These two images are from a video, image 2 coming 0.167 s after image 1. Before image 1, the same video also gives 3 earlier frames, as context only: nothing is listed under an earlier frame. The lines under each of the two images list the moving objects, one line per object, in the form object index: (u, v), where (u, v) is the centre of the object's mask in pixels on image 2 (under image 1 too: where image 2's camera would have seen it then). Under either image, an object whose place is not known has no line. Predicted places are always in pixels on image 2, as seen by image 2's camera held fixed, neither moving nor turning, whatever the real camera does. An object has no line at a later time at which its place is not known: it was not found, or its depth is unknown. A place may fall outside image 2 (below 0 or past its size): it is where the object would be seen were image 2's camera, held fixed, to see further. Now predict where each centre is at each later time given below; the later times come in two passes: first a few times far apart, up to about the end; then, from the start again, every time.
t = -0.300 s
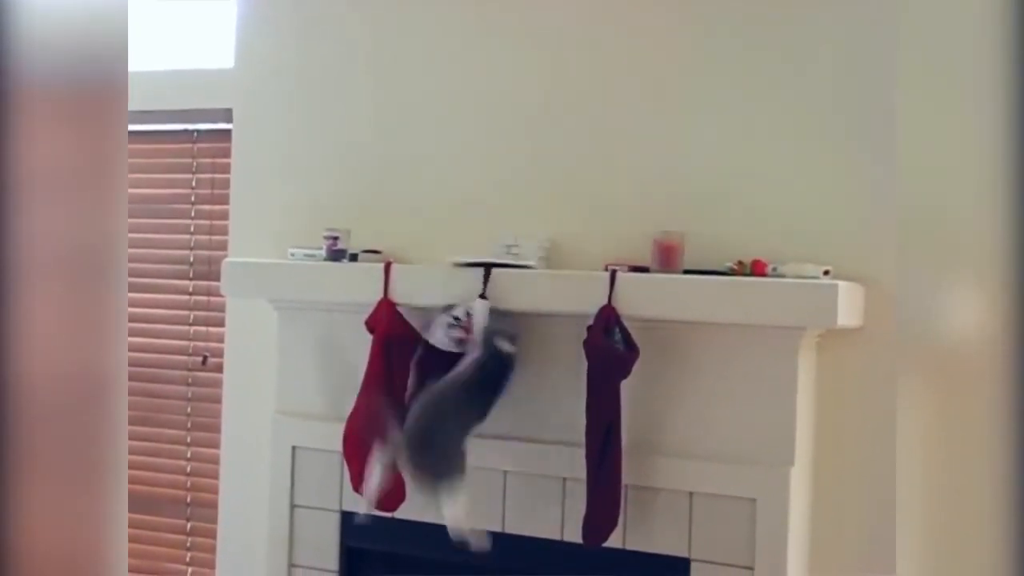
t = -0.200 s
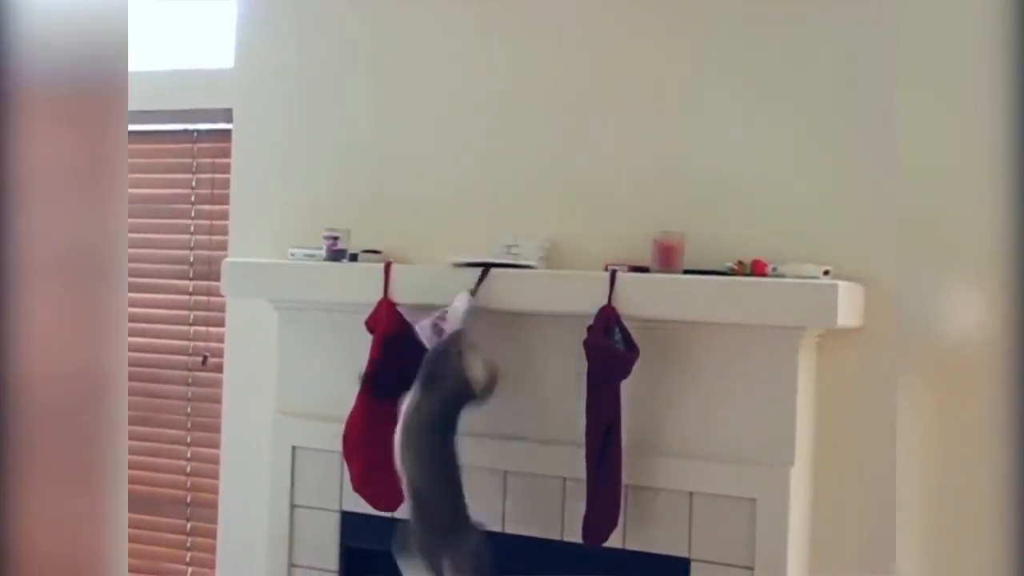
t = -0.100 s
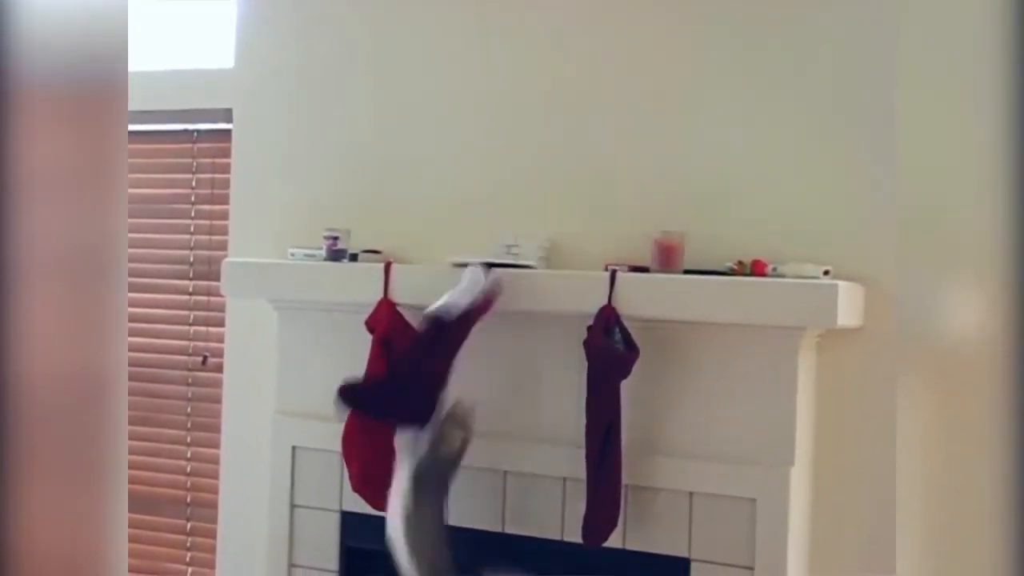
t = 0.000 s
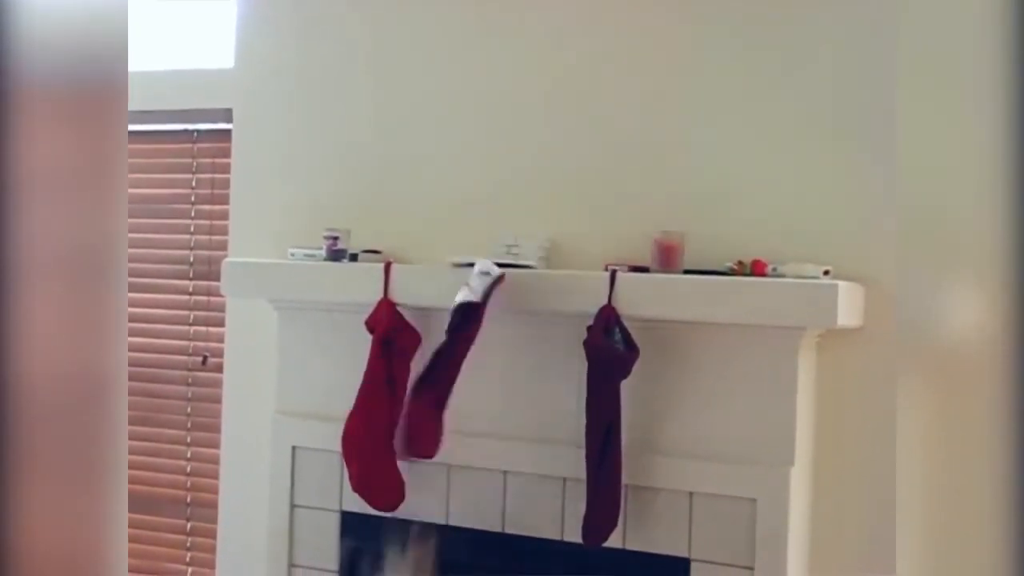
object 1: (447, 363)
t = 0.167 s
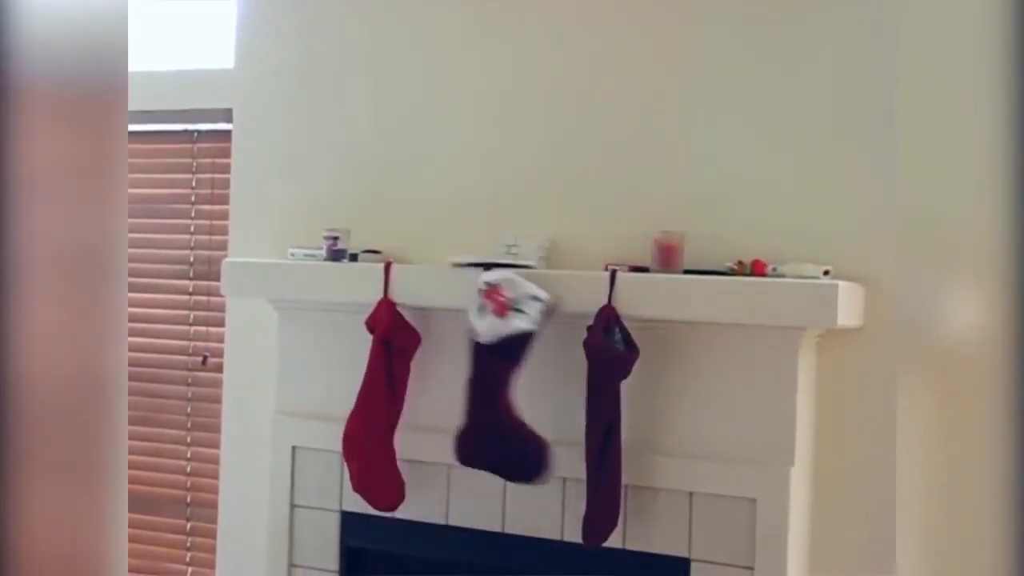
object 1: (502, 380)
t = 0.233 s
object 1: (523, 391)
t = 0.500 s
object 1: (507, 382)
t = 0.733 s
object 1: (471, 380)
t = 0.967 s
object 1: (459, 379)
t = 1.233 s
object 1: (481, 387)
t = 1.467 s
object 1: (496, 389)
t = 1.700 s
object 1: (486, 387)
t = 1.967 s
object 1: (471, 387)
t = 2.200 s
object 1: (477, 388)
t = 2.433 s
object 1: (489, 388)
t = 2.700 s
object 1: (487, 389)
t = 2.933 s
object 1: (479, 389)
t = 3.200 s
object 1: (479, 388)
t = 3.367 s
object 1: (483, 388)
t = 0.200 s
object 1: (512, 384)
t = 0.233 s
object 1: (523, 391)
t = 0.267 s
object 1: (524, 392)
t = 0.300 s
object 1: (525, 392)
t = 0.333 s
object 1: (524, 391)
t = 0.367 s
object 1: (523, 388)
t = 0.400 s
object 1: (519, 384)
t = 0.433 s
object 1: (516, 382)
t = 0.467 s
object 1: (512, 382)
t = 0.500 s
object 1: (507, 382)
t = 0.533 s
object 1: (502, 382)
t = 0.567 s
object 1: (497, 382)
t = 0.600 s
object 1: (491, 383)
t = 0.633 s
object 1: (486, 383)
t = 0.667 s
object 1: (481, 383)
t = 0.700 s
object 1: (476, 382)
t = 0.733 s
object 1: (471, 380)
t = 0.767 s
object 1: (468, 380)
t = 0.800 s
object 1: (464, 379)
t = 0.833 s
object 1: (462, 378)
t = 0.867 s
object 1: (460, 379)
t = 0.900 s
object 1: (459, 378)
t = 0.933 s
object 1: (459, 379)
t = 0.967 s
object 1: (459, 379)
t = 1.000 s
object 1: (460, 380)
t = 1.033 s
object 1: (462, 381)
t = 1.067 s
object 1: (464, 382)
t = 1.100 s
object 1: (467, 383)
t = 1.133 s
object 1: (470, 384)
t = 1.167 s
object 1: (474, 386)
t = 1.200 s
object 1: (477, 387)
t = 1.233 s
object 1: (481, 387)
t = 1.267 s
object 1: (484, 389)
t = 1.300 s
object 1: (488, 389)
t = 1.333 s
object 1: (491, 390)
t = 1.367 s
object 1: (493, 390)
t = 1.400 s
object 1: (495, 390)
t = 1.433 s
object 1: (496, 390)
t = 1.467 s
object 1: (496, 389)
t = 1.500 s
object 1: (496, 388)
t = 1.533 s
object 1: (496, 387)
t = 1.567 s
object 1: (495, 387)
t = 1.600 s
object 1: (493, 387)
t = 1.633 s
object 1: (491, 387)
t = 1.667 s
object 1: (489, 388)
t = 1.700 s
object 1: (486, 387)
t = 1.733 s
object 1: (484, 388)
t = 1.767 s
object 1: (481, 388)
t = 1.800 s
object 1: (479, 388)
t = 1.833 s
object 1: (477, 388)
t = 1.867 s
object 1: (475, 387)
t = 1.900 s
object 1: (472, 387)
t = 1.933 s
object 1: (471, 387)
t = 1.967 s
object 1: (471, 387)
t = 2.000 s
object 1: (470, 387)
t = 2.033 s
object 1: (471, 387)
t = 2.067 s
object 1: (471, 387)
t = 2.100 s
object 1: (472, 387)
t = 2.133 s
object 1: (474, 388)
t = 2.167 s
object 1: (475, 388)
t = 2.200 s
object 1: (477, 388)
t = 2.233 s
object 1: (479, 388)
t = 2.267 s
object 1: (481, 388)
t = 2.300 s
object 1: (483, 388)
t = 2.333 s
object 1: (484, 388)
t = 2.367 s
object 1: (486, 389)
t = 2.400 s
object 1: (488, 388)
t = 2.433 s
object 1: (489, 388)
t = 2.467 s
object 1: (490, 388)
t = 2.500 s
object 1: (490, 388)
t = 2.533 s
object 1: (491, 388)
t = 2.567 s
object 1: (490, 388)
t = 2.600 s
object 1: (490, 388)
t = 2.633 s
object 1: (489, 388)
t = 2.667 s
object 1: (488, 388)
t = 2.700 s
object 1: (487, 389)
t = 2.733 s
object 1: (486, 389)
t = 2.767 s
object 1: (485, 389)
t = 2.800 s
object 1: (483, 389)
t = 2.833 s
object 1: (482, 389)
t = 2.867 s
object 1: (481, 389)
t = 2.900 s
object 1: (480, 389)
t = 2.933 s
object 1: (479, 389)
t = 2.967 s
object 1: (478, 389)
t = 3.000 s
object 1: (477, 388)
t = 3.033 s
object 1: (477, 388)
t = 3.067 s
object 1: (477, 388)
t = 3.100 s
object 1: (477, 388)
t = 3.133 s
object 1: (478, 388)
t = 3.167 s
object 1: (478, 388)
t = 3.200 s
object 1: (479, 388)
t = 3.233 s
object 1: (480, 388)
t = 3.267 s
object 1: (480, 388)
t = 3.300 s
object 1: (481, 388)
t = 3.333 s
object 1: (482, 389)
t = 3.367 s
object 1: (483, 388)
